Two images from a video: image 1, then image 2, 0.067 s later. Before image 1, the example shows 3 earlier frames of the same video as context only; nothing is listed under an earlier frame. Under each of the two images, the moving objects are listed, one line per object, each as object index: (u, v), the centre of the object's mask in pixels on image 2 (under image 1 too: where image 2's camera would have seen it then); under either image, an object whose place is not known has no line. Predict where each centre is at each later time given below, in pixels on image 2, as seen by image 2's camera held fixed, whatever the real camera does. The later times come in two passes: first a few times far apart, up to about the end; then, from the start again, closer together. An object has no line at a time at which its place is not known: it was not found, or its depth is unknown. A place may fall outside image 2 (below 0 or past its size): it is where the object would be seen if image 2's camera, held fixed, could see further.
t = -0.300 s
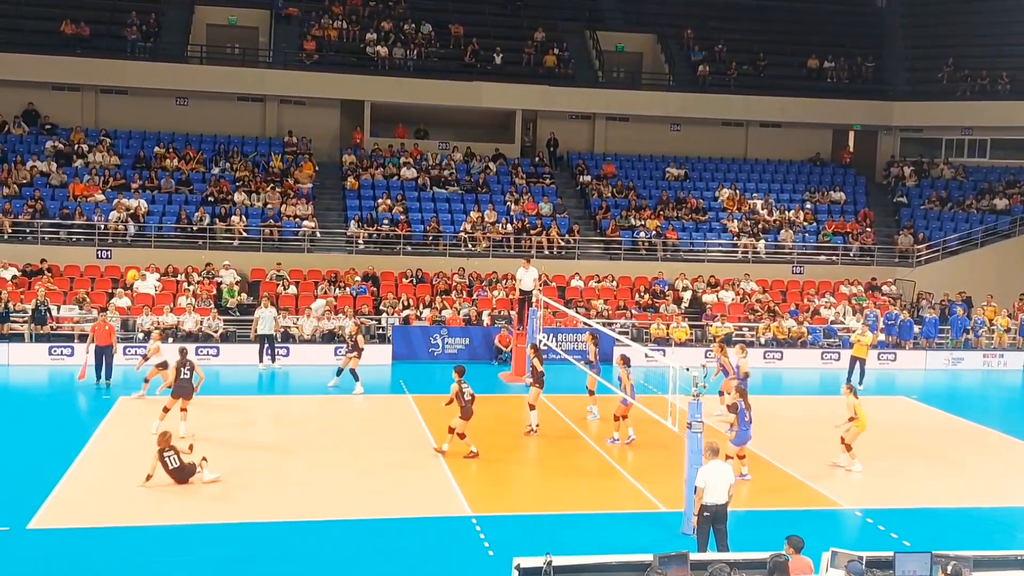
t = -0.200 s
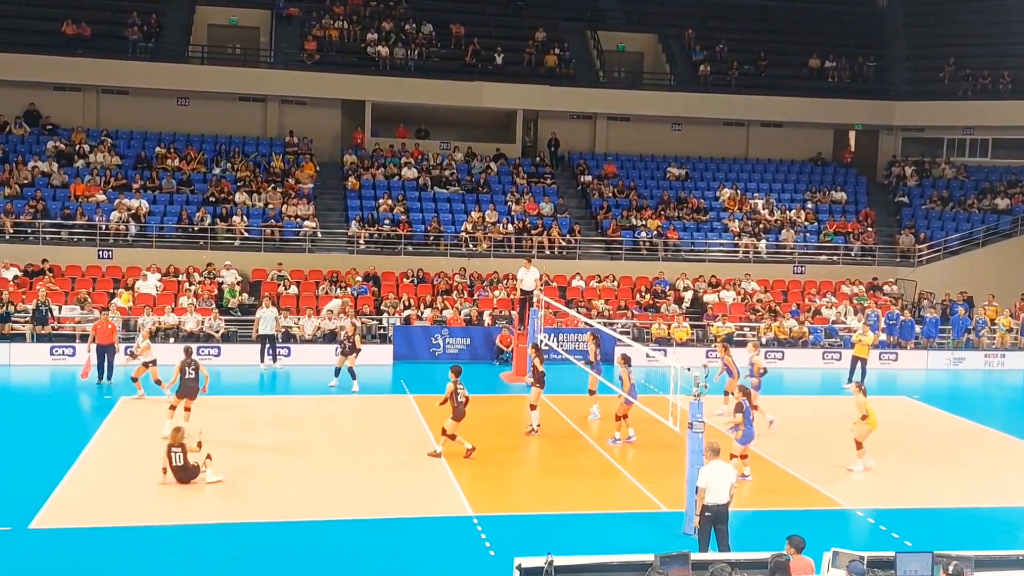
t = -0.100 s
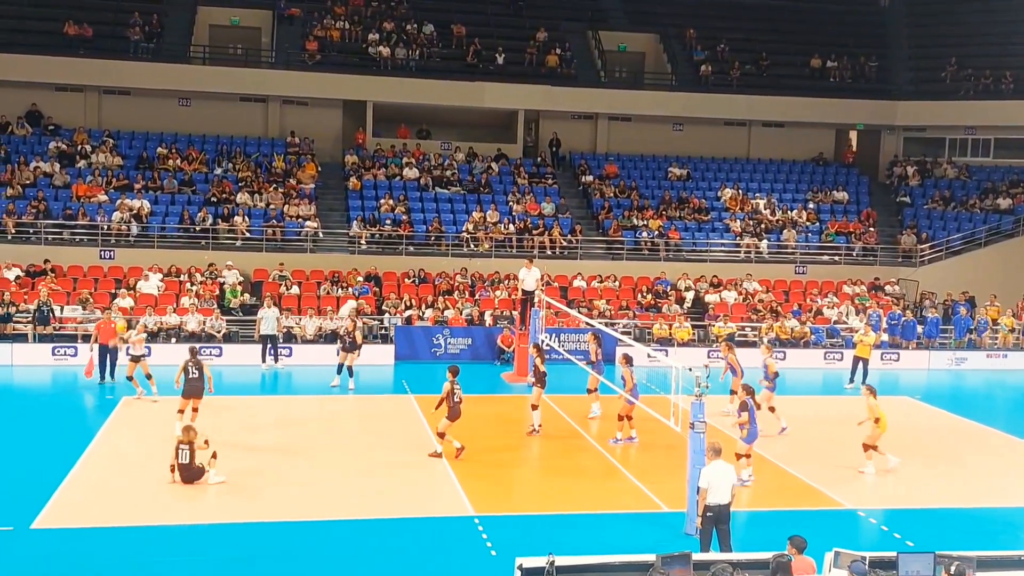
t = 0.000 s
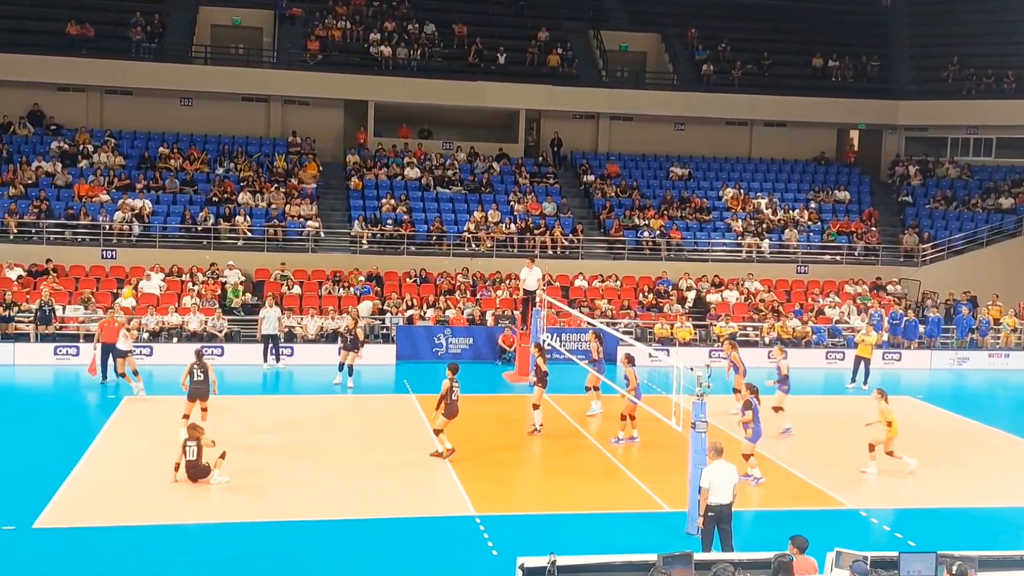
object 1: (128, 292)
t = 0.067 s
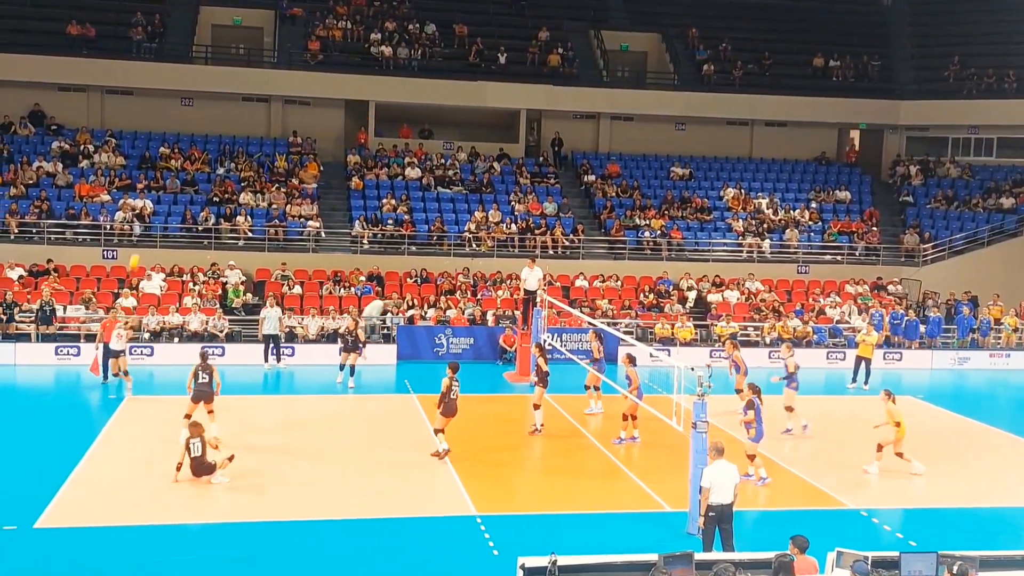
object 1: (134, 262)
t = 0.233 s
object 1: (149, 194)
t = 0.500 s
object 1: (172, 115)
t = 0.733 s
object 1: (192, 74)
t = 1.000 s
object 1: (216, 62)
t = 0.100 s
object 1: (137, 247)
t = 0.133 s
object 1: (140, 234)
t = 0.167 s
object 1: (144, 221)
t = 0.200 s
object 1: (147, 208)
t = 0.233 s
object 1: (149, 194)
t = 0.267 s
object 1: (152, 184)
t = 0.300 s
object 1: (155, 172)
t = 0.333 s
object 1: (158, 161)
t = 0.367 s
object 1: (161, 151)
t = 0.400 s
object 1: (163, 141)
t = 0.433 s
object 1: (166, 132)
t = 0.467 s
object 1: (169, 123)
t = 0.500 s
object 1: (172, 115)
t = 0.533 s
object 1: (174, 107)
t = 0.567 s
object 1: (177, 101)
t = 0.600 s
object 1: (180, 94)
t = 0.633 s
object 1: (183, 88)
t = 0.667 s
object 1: (186, 83)
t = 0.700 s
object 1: (189, 78)
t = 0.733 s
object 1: (192, 74)
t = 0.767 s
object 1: (196, 70)
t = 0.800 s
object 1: (199, 68)
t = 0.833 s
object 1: (202, 65)
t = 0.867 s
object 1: (204, 63)
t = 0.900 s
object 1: (207, 62)
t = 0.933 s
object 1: (210, 61)
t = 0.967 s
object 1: (213, 61)
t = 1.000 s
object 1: (216, 62)
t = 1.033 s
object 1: (219, 63)
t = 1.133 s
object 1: (227, 70)
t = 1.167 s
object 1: (230, 73)
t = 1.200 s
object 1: (232, 77)
